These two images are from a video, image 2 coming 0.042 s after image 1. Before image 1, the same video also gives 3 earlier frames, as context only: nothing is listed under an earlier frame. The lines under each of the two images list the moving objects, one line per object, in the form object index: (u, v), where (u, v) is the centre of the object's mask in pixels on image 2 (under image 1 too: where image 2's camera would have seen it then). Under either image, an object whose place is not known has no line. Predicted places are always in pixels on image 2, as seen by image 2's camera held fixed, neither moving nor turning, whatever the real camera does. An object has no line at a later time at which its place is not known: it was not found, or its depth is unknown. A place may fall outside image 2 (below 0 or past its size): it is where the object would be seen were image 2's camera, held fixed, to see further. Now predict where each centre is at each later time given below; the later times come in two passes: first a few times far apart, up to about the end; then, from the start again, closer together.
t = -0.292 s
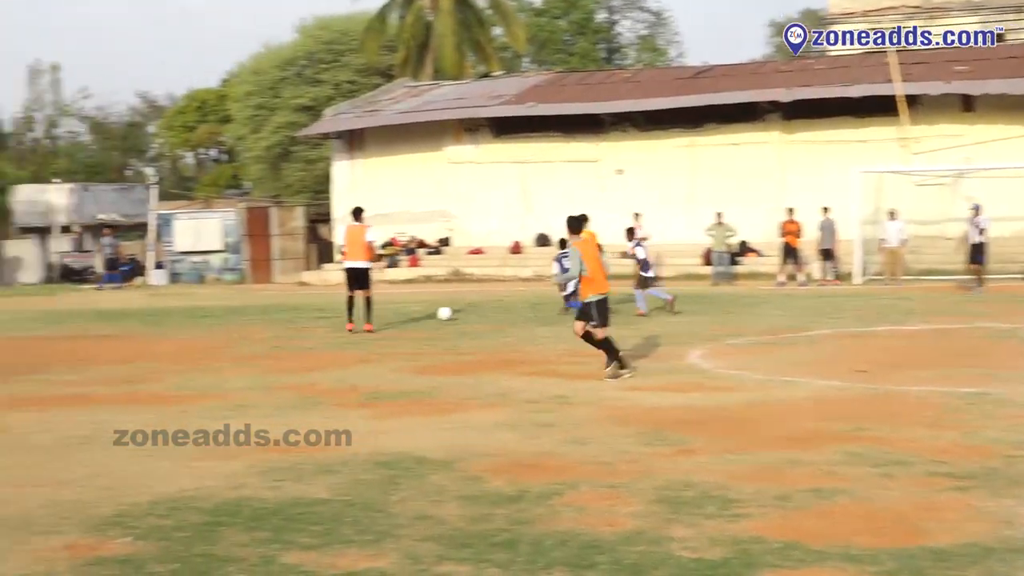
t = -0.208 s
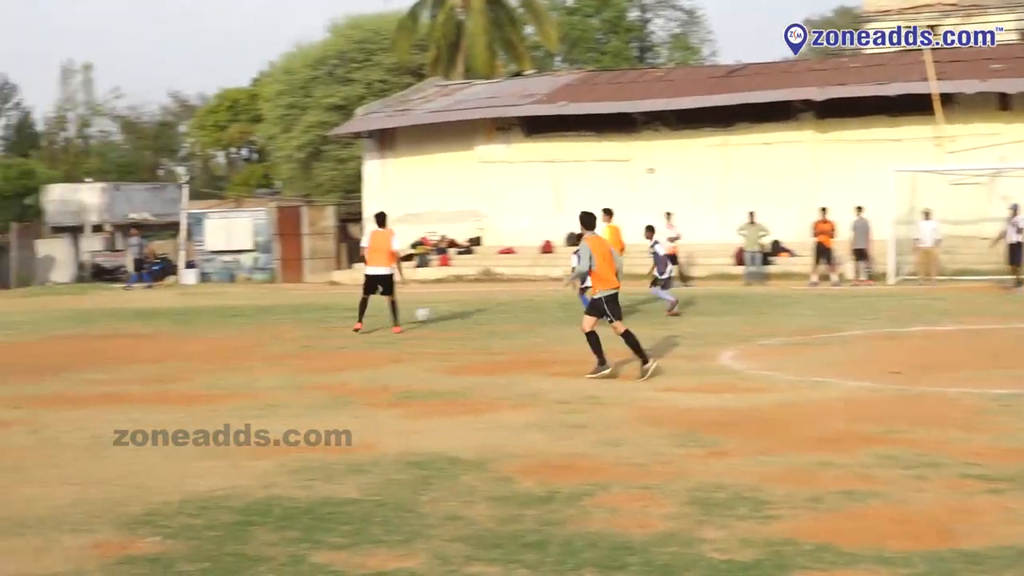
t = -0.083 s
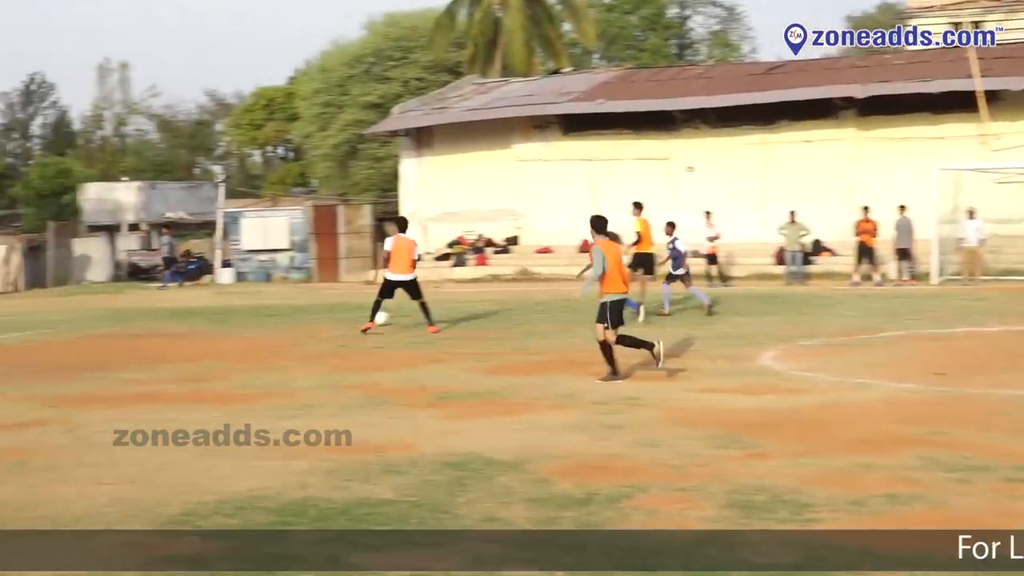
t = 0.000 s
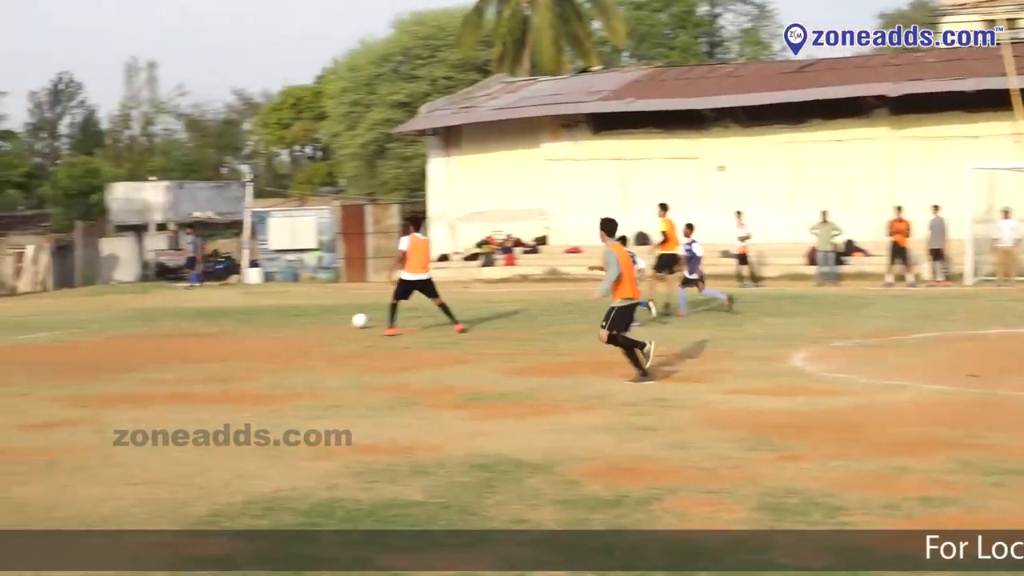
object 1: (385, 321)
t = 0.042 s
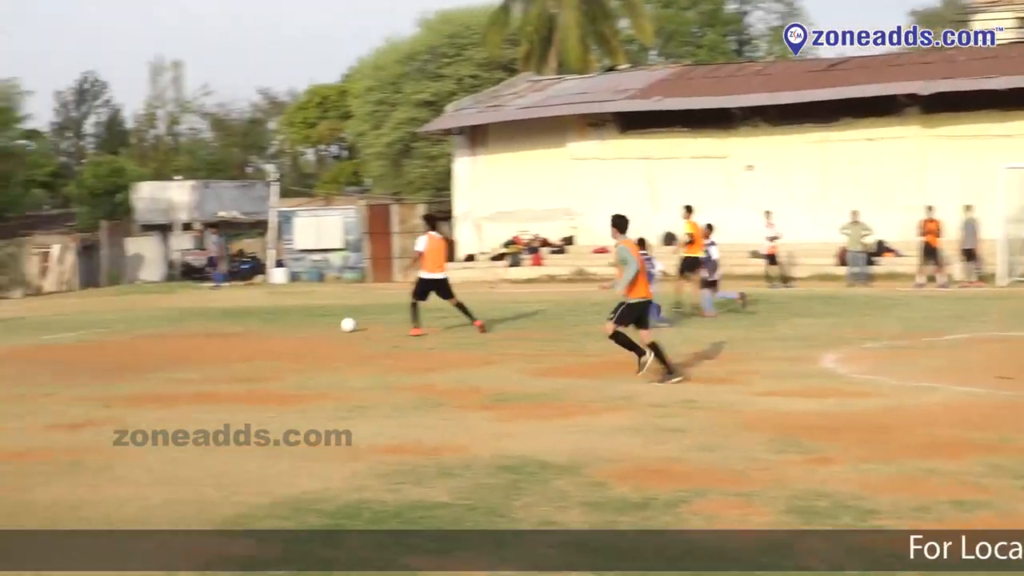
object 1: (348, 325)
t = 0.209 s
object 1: (258, 321)
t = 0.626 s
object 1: (45, 336)
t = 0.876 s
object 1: (-81, 339)
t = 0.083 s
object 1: (326, 322)
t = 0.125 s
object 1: (303, 320)
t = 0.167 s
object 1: (280, 320)
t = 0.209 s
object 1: (258, 321)
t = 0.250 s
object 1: (235, 322)
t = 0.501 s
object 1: (113, 326)
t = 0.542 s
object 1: (84, 328)
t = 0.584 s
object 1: (64, 332)
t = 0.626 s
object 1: (45, 336)
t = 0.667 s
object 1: (25, 337)
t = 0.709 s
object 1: (5, 335)
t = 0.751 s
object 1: (-15, 334)
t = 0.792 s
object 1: (-37, 334)
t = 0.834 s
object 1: (-58, 336)
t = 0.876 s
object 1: (-81, 339)
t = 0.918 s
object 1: (-102, 343)
